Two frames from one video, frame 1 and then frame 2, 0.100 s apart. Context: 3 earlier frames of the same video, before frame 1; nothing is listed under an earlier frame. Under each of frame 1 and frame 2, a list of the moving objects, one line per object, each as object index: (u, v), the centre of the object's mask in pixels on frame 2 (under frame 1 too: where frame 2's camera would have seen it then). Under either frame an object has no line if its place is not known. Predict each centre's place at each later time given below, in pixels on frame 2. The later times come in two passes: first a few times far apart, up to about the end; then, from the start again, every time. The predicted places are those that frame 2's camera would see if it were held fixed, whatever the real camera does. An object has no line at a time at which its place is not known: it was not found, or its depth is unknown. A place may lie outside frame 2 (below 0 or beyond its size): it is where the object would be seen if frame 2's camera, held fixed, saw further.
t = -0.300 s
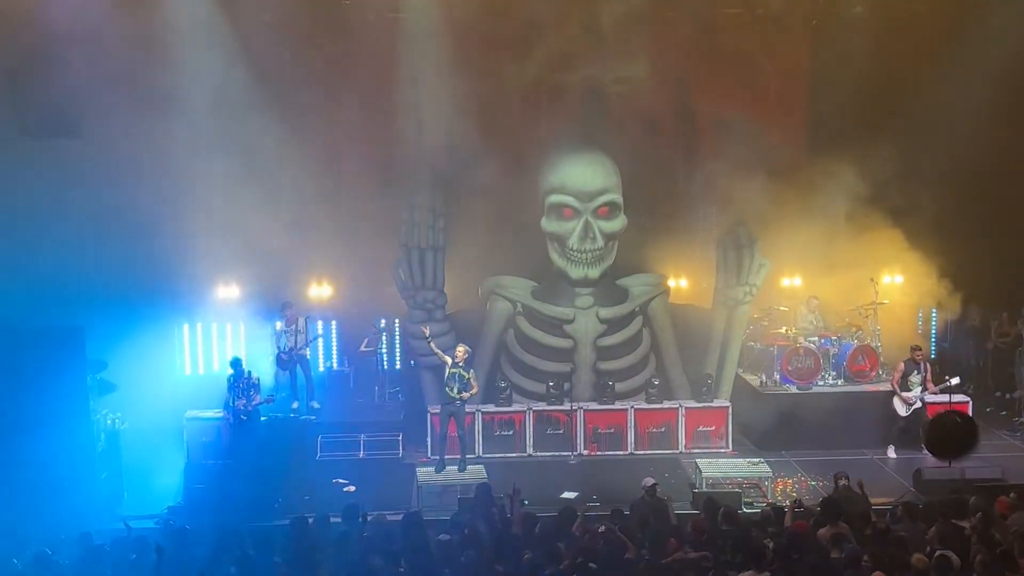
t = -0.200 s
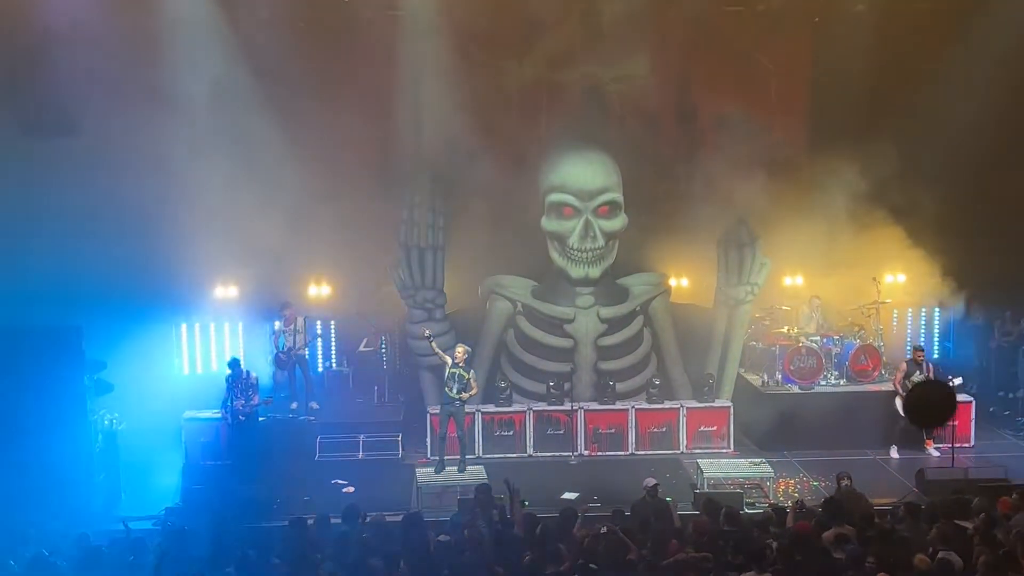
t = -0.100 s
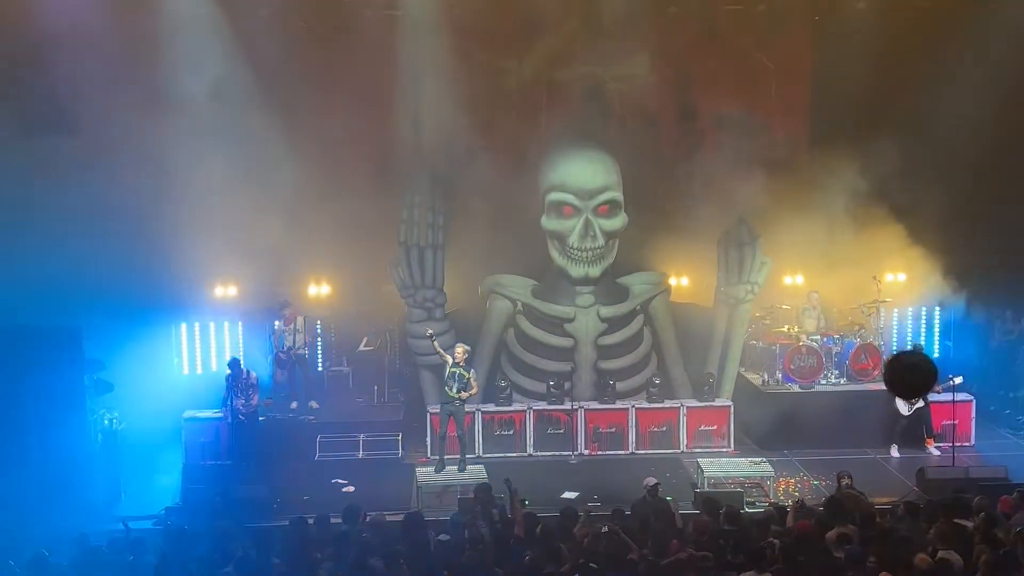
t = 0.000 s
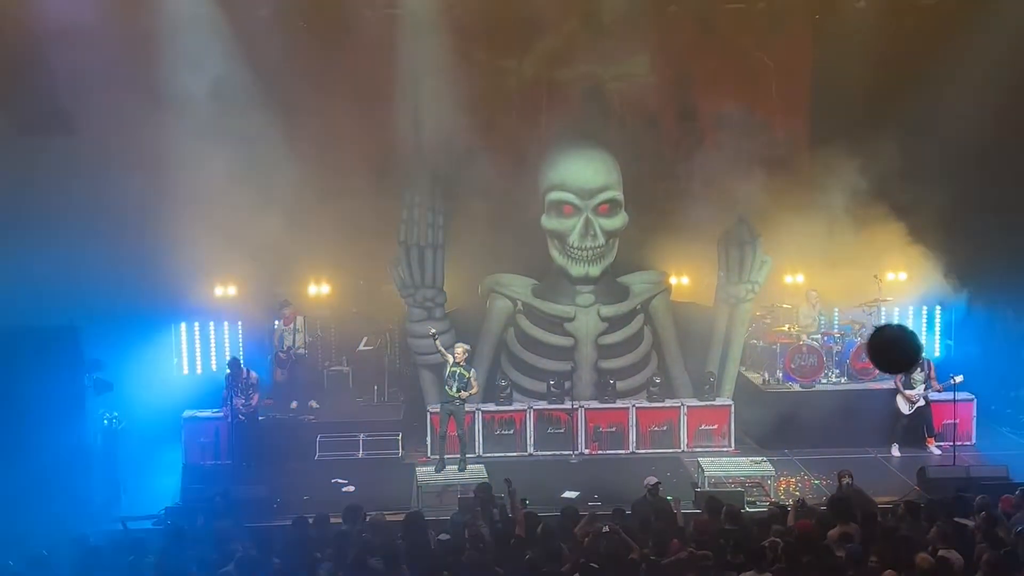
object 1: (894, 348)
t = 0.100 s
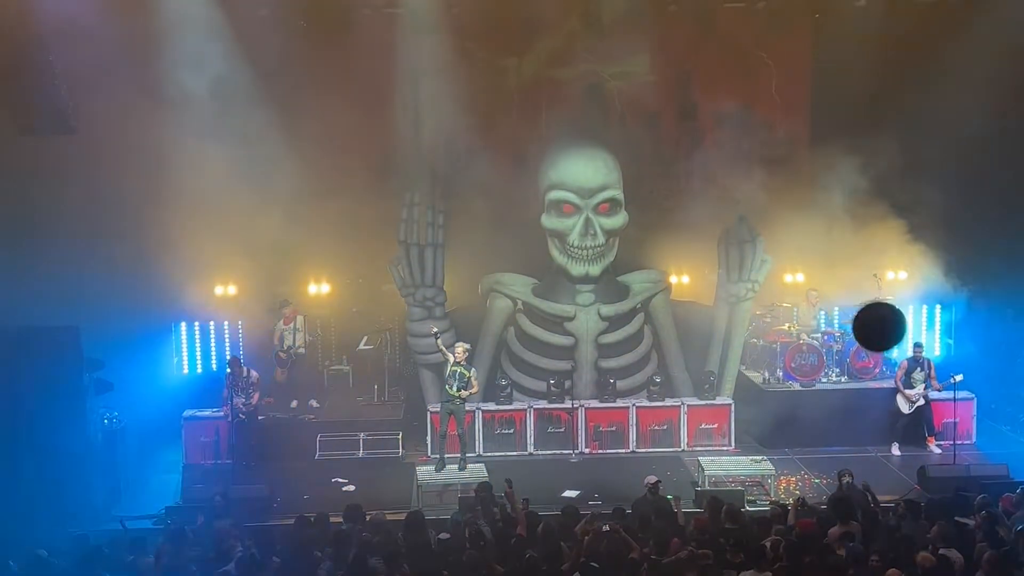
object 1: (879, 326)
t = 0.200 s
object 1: (867, 309)
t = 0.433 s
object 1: (840, 277)
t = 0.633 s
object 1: (821, 261)
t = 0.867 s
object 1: (801, 251)
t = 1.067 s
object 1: (785, 249)
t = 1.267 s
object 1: (772, 252)
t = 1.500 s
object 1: (758, 263)
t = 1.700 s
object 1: (747, 278)
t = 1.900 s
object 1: (736, 298)
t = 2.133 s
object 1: (726, 325)
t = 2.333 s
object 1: (719, 352)
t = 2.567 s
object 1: (715, 385)
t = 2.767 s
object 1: (715, 415)
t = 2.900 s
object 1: (715, 436)
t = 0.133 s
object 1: (875, 320)
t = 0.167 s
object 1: (871, 314)
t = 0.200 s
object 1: (867, 309)
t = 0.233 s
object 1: (863, 303)
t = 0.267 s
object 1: (859, 298)
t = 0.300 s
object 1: (855, 294)
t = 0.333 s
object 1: (851, 289)
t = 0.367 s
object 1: (847, 285)
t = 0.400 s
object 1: (844, 281)
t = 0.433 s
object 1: (840, 277)
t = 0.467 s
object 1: (837, 274)
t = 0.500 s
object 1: (834, 271)
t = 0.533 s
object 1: (831, 268)
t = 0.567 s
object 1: (828, 266)
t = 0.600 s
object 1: (824, 263)
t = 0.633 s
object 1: (821, 261)
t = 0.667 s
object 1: (818, 259)
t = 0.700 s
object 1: (815, 257)
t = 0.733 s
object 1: (812, 255)
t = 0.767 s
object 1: (809, 254)
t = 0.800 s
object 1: (807, 253)
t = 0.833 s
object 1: (804, 252)
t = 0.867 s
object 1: (801, 251)
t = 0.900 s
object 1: (798, 250)
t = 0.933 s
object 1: (795, 249)
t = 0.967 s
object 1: (792, 249)
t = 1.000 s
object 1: (790, 248)
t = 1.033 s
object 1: (788, 248)
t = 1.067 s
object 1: (785, 249)
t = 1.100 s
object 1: (783, 249)
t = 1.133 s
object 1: (781, 250)
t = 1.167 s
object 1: (779, 251)
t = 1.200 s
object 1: (777, 251)
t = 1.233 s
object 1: (774, 252)
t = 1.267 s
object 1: (772, 252)
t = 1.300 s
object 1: (770, 254)
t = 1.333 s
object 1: (768, 255)
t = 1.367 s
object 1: (766, 256)
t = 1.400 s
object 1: (763, 257)
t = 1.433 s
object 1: (761, 259)
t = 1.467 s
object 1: (759, 261)
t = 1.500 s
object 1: (758, 263)
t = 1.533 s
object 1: (756, 266)
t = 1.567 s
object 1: (754, 267)
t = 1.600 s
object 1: (752, 270)
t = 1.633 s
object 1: (750, 273)
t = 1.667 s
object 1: (749, 275)
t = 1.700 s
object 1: (747, 278)
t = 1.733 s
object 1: (745, 281)
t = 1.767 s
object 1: (743, 285)
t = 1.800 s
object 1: (742, 287)
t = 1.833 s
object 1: (740, 291)
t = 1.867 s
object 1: (738, 295)
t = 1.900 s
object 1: (736, 298)
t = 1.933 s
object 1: (735, 302)
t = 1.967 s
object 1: (733, 306)
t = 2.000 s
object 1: (732, 309)
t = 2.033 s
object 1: (730, 313)
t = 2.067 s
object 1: (729, 317)
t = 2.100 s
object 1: (727, 321)
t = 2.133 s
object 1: (726, 325)
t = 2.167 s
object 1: (725, 330)
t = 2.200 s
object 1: (724, 334)
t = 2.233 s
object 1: (722, 338)
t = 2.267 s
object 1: (721, 342)
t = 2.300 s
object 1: (720, 347)
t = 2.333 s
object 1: (719, 352)
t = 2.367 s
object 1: (718, 356)
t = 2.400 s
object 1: (717, 360)
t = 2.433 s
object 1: (717, 365)
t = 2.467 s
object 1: (716, 370)
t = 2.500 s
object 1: (716, 375)
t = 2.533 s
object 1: (715, 380)
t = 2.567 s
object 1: (715, 385)
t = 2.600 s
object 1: (714, 390)
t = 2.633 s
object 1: (714, 395)
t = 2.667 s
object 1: (714, 399)
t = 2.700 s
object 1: (714, 405)
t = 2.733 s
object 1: (714, 410)
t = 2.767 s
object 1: (715, 415)
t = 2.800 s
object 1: (715, 420)
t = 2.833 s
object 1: (715, 425)
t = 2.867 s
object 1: (715, 431)
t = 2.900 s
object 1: (715, 436)
